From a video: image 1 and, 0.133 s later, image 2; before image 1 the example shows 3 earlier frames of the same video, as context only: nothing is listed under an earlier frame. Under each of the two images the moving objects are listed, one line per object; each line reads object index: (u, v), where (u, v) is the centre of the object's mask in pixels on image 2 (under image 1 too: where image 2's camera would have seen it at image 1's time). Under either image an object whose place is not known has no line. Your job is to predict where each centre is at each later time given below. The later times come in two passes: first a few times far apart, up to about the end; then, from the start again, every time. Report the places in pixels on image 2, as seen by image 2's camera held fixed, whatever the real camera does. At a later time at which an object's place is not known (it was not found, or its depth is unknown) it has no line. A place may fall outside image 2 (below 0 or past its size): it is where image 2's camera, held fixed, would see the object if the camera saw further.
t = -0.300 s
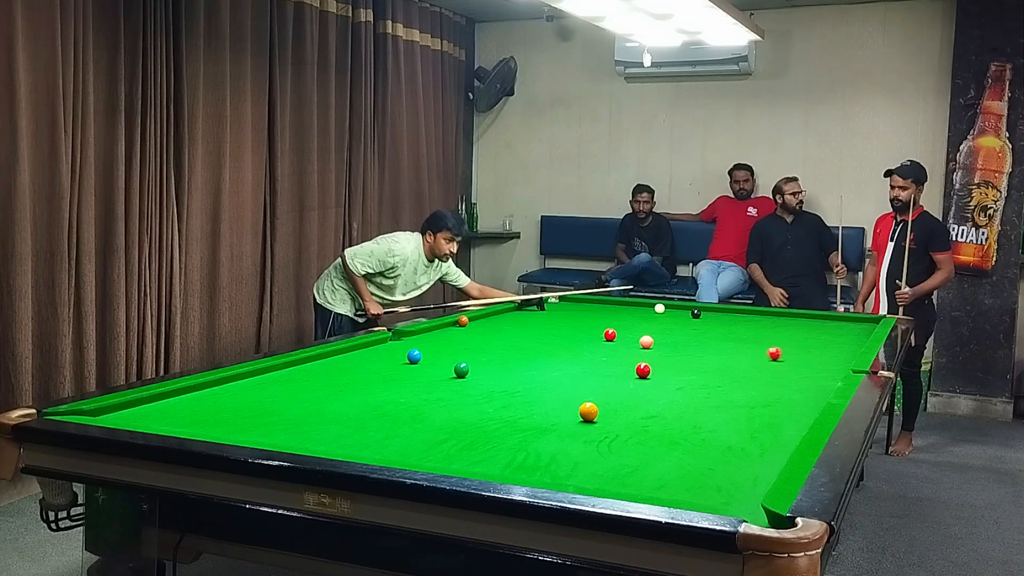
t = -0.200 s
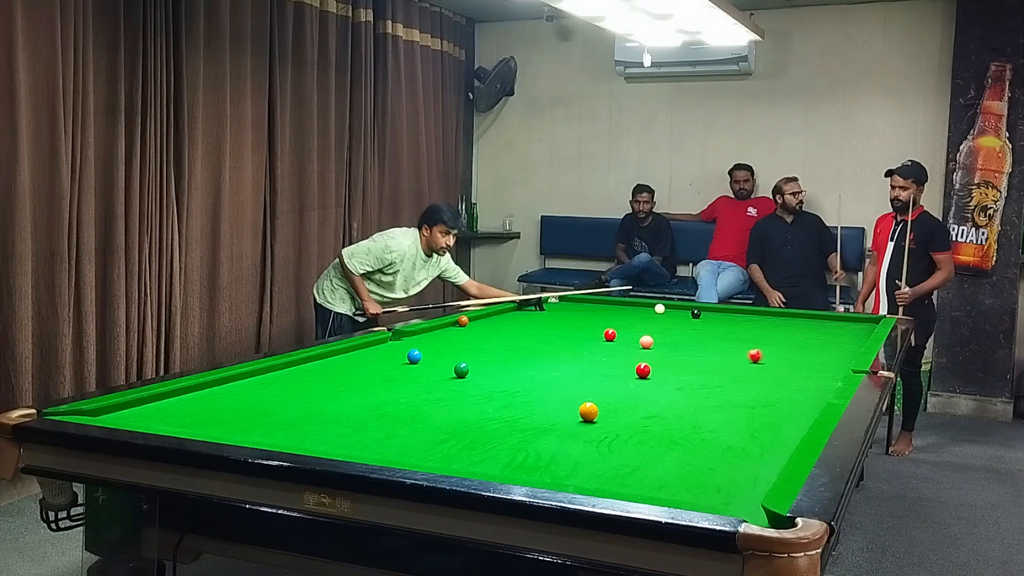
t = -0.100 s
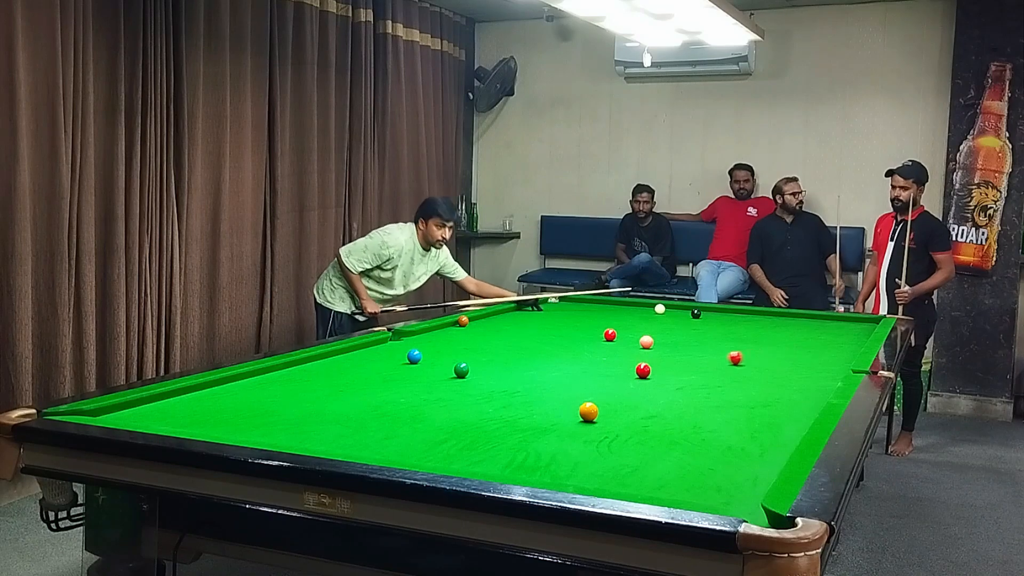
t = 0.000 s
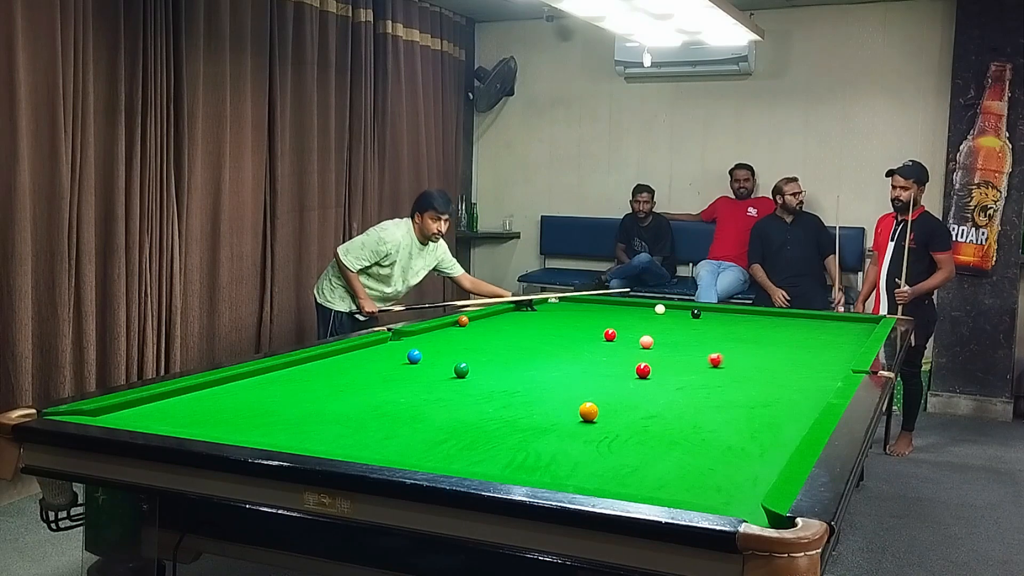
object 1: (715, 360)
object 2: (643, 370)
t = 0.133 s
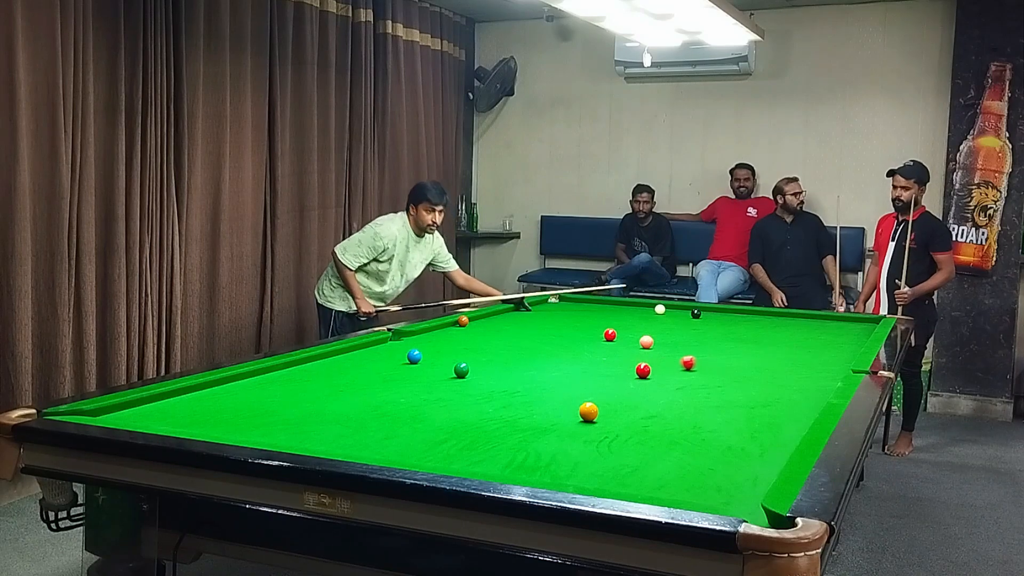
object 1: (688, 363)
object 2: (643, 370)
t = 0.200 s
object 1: (674, 364)
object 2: (643, 370)
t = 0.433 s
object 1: (623, 367)
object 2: (644, 372)
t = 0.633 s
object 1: (579, 366)
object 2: (645, 376)
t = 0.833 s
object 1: (536, 366)
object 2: (646, 380)
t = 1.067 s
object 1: (486, 366)
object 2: (648, 385)
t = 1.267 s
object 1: (445, 366)
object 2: (650, 388)
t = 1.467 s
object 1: (405, 366)
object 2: (651, 392)
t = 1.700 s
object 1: (358, 365)
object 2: (653, 397)
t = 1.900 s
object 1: (319, 365)
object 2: (655, 400)
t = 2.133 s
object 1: (281, 366)
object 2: (657, 404)
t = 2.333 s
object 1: (290, 369)
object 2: (658, 407)
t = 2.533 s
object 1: (299, 372)
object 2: (660, 409)
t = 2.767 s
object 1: (309, 376)
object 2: (661, 412)
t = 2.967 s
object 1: (318, 378)
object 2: (662, 414)
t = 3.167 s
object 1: (326, 381)
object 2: (663, 416)
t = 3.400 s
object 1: (334, 383)
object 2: (665, 417)
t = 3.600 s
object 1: (342, 385)
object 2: (665, 418)
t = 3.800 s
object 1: (348, 387)
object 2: (665, 418)
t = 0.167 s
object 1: (681, 363)
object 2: (643, 370)
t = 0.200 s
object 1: (674, 364)
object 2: (643, 370)
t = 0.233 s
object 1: (667, 365)
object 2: (643, 370)
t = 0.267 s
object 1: (660, 365)
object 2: (643, 370)
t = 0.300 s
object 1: (654, 366)
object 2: (643, 370)
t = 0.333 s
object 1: (648, 364)
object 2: (643, 370)
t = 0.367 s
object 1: (636, 364)
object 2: (643, 371)
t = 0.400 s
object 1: (631, 366)
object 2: (643, 371)
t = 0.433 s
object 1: (623, 367)
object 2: (644, 372)
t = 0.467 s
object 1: (616, 366)
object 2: (644, 373)
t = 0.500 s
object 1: (609, 367)
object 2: (644, 374)
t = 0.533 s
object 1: (601, 366)
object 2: (644, 374)
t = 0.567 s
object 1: (594, 366)
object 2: (644, 375)
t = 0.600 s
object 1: (587, 366)
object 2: (645, 375)
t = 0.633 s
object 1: (579, 366)
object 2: (645, 376)
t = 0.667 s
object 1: (572, 366)
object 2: (645, 377)
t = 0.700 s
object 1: (565, 366)
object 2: (645, 378)
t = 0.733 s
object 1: (558, 366)
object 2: (646, 378)
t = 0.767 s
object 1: (550, 366)
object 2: (646, 379)
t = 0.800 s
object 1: (543, 366)
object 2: (646, 380)
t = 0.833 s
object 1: (536, 366)
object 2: (646, 380)
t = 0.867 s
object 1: (529, 366)
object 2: (647, 381)
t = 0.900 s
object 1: (522, 366)
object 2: (647, 382)
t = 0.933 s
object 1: (515, 366)
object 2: (647, 382)
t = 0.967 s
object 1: (508, 366)
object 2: (647, 383)
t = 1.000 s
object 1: (501, 366)
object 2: (648, 384)
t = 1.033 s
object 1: (494, 366)
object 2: (648, 384)
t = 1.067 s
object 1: (486, 366)
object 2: (648, 385)
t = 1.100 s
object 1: (480, 366)
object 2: (648, 385)
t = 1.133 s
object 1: (474, 365)
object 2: (649, 386)
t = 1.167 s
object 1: (468, 363)
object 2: (649, 387)
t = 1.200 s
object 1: (457, 362)
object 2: (649, 387)
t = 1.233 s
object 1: (451, 365)
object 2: (649, 388)
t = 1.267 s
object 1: (445, 366)
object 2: (650, 388)
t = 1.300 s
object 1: (438, 366)
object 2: (650, 389)
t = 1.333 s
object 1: (432, 366)
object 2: (650, 390)
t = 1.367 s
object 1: (425, 366)
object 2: (650, 391)
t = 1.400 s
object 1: (418, 365)
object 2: (651, 391)
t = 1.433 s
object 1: (411, 365)
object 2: (651, 392)
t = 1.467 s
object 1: (405, 366)
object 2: (651, 392)
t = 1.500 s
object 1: (398, 365)
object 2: (651, 393)
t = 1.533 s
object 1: (391, 365)
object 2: (652, 394)
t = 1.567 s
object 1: (385, 365)
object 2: (652, 394)
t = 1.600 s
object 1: (378, 365)
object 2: (652, 395)
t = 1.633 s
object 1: (371, 365)
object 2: (653, 395)
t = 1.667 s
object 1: (365, 365)
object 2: (653, 396)
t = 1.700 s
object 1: (358, 365)
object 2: (653, 397)
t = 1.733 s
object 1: (352, 365)
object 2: (653, 397)
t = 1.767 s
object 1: (345, 365)
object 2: (654, 398)
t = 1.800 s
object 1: (339, 365)
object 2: (654, 398)
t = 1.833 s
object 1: (332, 365)
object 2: (654, 399)
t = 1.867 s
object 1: (326, 365)
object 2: (654, 399)
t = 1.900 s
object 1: (319, 365)
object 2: (655, 400)
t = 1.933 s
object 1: (313, 365)
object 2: (655, 401)
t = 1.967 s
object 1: (306, 365)
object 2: (655, 401)
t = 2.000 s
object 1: (300, 365)
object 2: (655, 402)
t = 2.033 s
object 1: (294, 365)
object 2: (656, 402)
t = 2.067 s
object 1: (288, 365)
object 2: (656, 403)
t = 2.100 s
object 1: (282, 365)
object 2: (656, 403)
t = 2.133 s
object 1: (281, 366)
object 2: (657, 404)
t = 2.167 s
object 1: (283, 366)
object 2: (657, 404)
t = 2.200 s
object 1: (284, 367)
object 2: (657, 405)
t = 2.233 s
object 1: (286, 367)
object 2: (658, 405)
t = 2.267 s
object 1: (287, 368)
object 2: (658, 406)
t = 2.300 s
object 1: (289, 369)
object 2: (658, 406)
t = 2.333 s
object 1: (290, 369)
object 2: (658, 407)
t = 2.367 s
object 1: (292, 369)
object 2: (659, 407)
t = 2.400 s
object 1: (293, 370)
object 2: (659, 408)
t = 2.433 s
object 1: (295, 371)
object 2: (659, 408)
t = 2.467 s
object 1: (296, 371)
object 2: (659, 409)
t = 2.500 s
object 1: (298, 372)
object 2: (660, 409)
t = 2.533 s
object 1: (299, 372)
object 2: (660, 409)
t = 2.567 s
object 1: (301, 372)
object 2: (660, 410)
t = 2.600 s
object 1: (302, 373)
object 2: (660, 410)
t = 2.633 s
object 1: (304, 374)
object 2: (660, 410)
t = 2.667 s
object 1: (305, 374)
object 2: (661, 411)
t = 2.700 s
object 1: (306, 375)
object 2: (661, 411)
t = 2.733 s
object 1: (308, 375)
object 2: (661, 412)
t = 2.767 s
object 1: (309, 376)
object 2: (661, 412)
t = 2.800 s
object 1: (311, 376)
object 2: (661, 412)
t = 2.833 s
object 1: (312, 377)
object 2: (662, 413)
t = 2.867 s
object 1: (314, 377)
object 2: (662, 413)
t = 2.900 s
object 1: (315, 377)
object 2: (662, 413)
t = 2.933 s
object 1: (316, 378)
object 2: (662, 414)
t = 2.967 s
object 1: (318, 378)
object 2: (662, 414)
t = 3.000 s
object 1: (319, 379)
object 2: (663, 414)
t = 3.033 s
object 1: (320, 379)
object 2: (663, 415)
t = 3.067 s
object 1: (322, 379)
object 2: (663, 415)
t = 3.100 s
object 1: (323, 380)
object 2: (663, 415)
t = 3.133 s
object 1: (324, 380)
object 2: (663, 415)
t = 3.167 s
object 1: (326, 381)
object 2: (663, 416)
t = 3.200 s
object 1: (327, 381)
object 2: (664, 416)
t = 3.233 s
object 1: (328, 382)
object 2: (664, 416)
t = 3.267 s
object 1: (329, 382)
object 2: (664, 416)
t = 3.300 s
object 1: (331, 382)
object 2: (664, 417)
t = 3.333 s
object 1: (332, 383)
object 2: (664, 417)
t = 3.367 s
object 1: (333, 383)
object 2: (664, 417)
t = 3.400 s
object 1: (334, 383)
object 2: (665, 417)
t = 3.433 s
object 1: (335, 384)
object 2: (665, 417)
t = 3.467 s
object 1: (337, 384)
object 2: (665, 417)
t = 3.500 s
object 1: (338, 384)
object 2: (665, 418)
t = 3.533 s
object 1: (339, 385)
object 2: (665, 418)
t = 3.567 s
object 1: (340, 385)
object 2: (665, 418)
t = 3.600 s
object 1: (342, 385)
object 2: (665, 418)
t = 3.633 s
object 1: (343, 386)
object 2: (665, 418)
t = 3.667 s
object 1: (344, 386)
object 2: (665, 418)
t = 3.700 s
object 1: (345, 386)
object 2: (665, 418)
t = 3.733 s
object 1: (346, 387)
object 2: (665, 418)
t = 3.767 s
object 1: (347, 387)
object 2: (665, 418)
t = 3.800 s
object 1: (348, 387)
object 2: (665, 418)
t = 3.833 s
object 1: (350, 388)
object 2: (665, 418)
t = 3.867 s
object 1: (351, 388)
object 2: (665, 419)
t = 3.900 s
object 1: (352, 388)
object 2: (665, 419)
